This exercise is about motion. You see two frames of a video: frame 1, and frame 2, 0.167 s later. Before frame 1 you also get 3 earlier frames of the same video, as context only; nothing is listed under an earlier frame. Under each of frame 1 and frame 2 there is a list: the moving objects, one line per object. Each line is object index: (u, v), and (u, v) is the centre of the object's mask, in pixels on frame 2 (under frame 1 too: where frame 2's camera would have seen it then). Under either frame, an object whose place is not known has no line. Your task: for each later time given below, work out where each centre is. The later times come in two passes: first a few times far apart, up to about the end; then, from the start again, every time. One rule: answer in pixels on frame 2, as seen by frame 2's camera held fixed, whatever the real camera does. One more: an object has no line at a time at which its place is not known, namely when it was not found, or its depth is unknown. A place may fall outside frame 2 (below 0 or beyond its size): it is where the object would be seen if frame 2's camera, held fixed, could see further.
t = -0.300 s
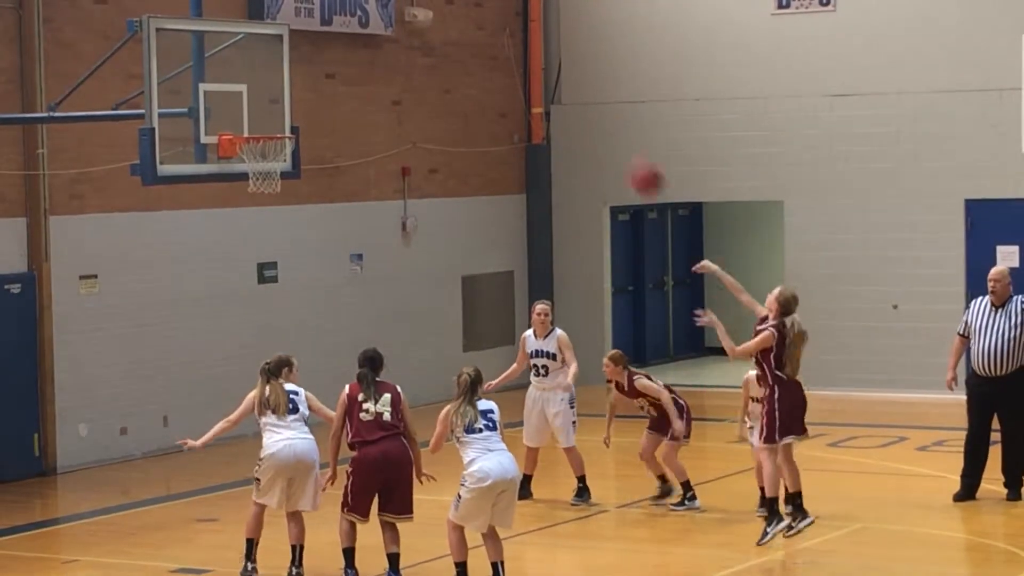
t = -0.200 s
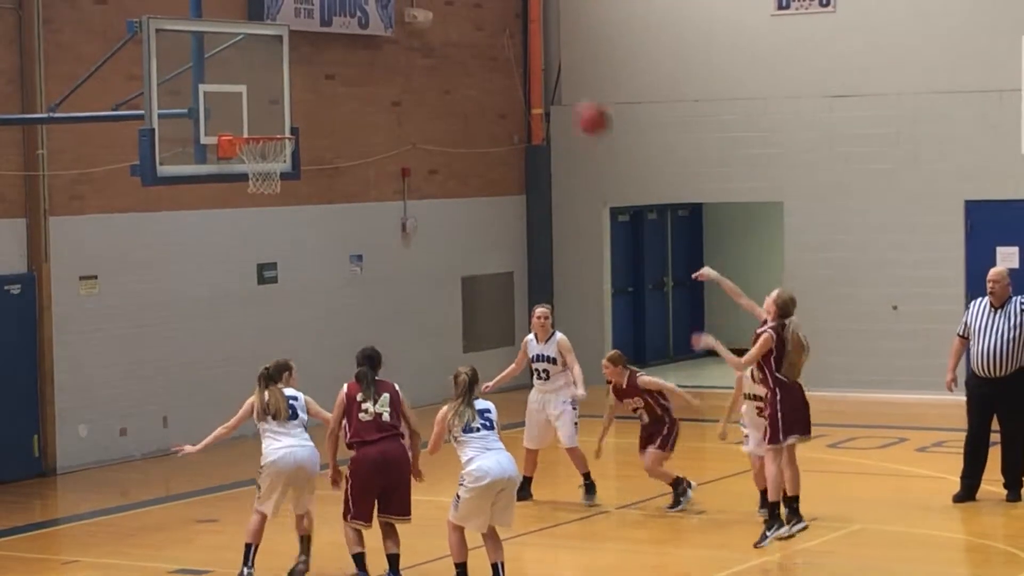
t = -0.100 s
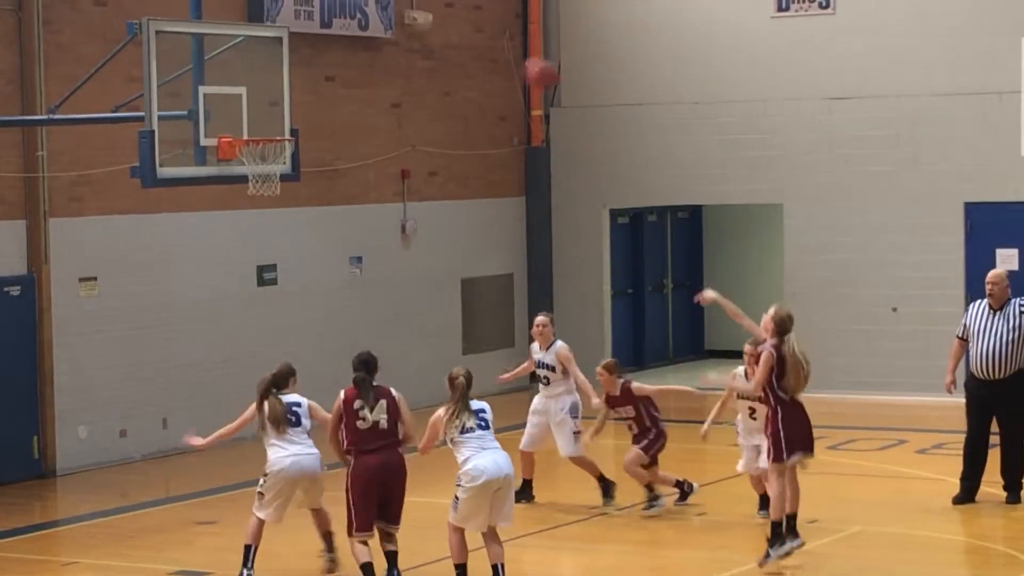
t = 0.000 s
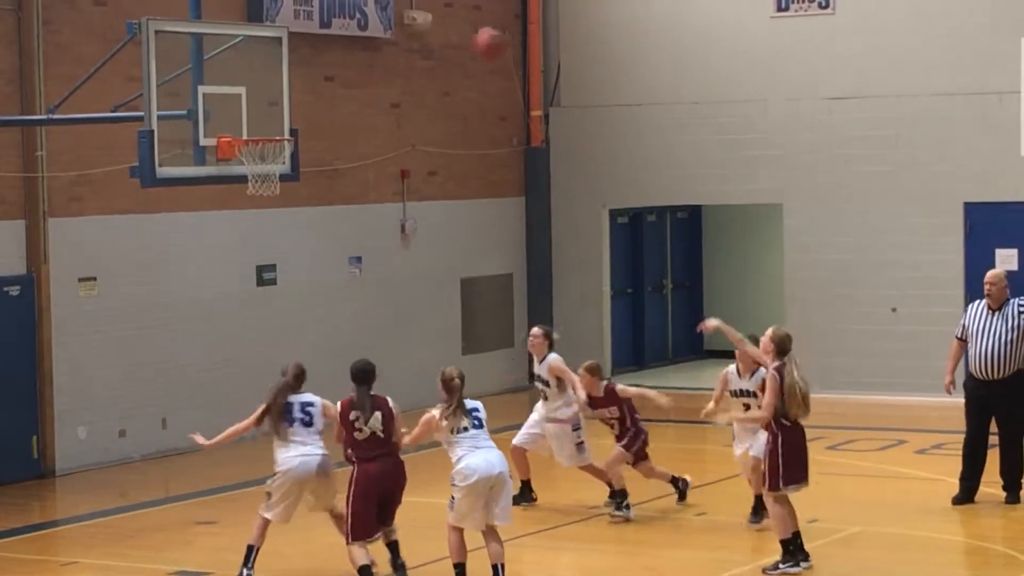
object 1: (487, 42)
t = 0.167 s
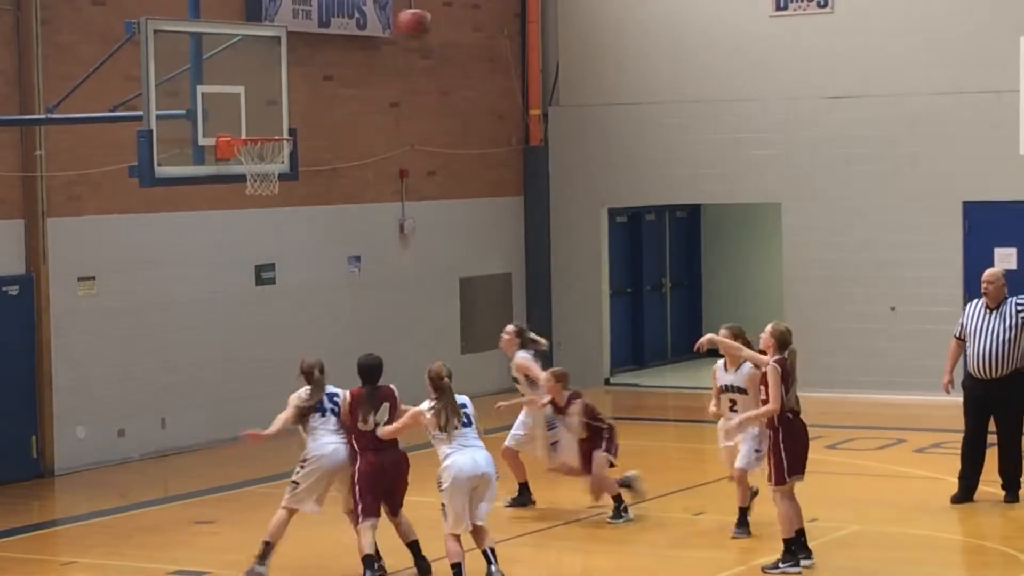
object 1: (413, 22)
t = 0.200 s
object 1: (397, 23)
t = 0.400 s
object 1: (312, 55)
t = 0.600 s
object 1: (248, 127)
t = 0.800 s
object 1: (353, 111)
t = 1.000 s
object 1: (456, 143)
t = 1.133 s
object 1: (524, 194)
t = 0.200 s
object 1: (397, 23)
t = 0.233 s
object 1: (382, 25)
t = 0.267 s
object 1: (369, 29)
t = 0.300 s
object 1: (352, 32)
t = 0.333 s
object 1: (339, 38)
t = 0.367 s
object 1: (326, 48)
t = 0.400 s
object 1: (312, 55)
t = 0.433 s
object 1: (300, 66)
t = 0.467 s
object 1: (288, 78)
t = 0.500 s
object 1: (274, 91)
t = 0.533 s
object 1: (262, 105)
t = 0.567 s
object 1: (249, 123)
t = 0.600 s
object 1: (248, 127)
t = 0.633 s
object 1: (265, 122)
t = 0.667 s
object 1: (282, 117)
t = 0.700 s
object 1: (300, 113)
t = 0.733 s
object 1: (318, 111)
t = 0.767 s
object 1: (335, 110)
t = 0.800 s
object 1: (353, 111)
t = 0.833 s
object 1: (369, 112)
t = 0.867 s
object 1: (387, 116)
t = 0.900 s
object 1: (405, 120)
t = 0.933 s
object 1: (422, 127)
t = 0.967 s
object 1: (439, 135)
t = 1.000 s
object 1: (456, 143)
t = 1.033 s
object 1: (470, 151)
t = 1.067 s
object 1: (488, 162)
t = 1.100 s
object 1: (505, 174)
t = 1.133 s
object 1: (524, 194)
